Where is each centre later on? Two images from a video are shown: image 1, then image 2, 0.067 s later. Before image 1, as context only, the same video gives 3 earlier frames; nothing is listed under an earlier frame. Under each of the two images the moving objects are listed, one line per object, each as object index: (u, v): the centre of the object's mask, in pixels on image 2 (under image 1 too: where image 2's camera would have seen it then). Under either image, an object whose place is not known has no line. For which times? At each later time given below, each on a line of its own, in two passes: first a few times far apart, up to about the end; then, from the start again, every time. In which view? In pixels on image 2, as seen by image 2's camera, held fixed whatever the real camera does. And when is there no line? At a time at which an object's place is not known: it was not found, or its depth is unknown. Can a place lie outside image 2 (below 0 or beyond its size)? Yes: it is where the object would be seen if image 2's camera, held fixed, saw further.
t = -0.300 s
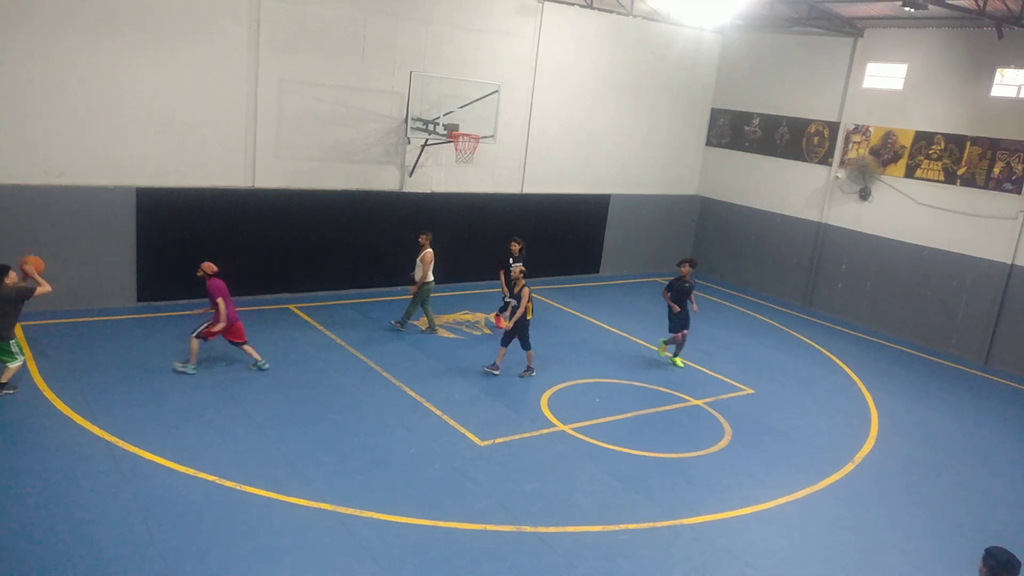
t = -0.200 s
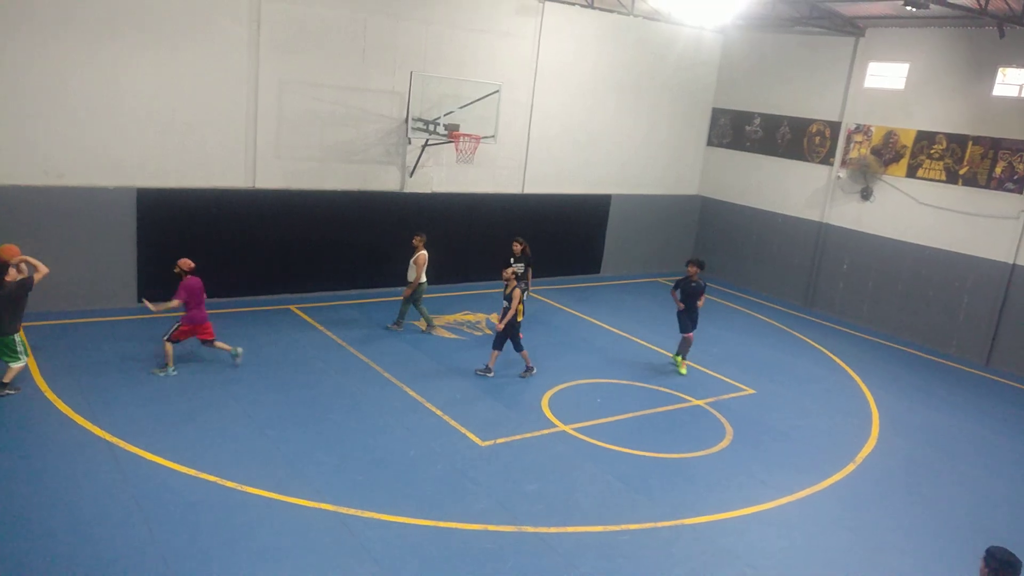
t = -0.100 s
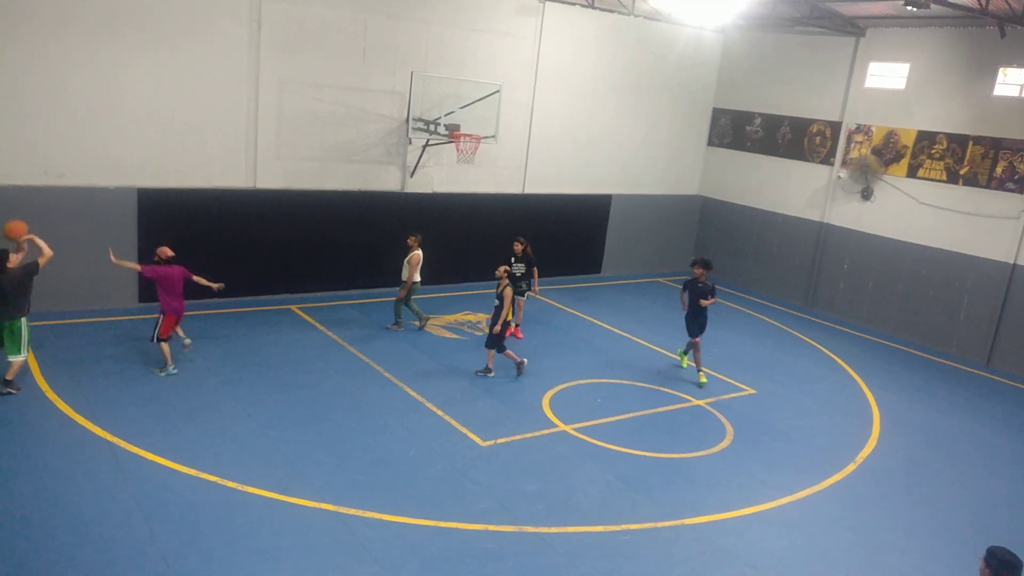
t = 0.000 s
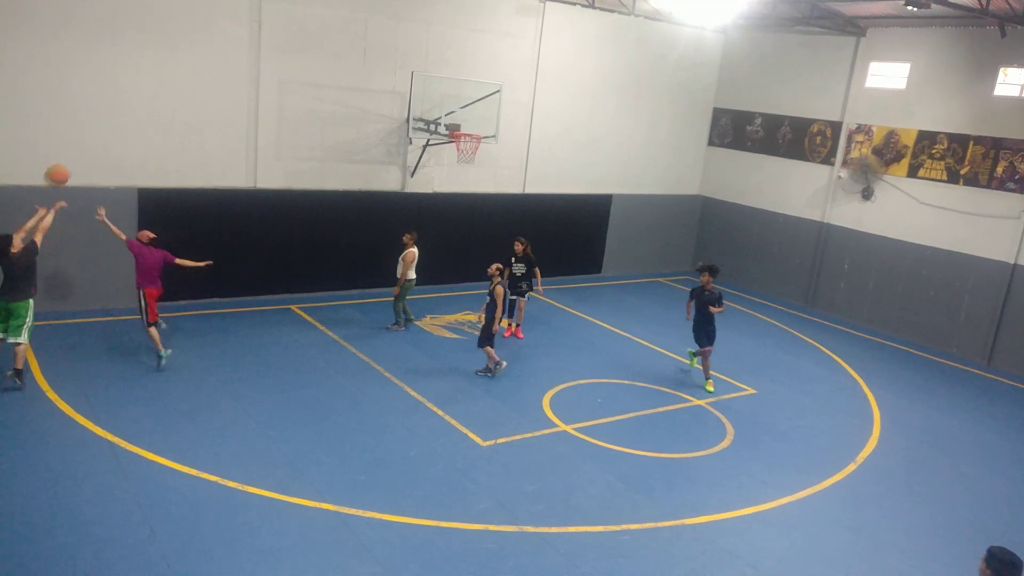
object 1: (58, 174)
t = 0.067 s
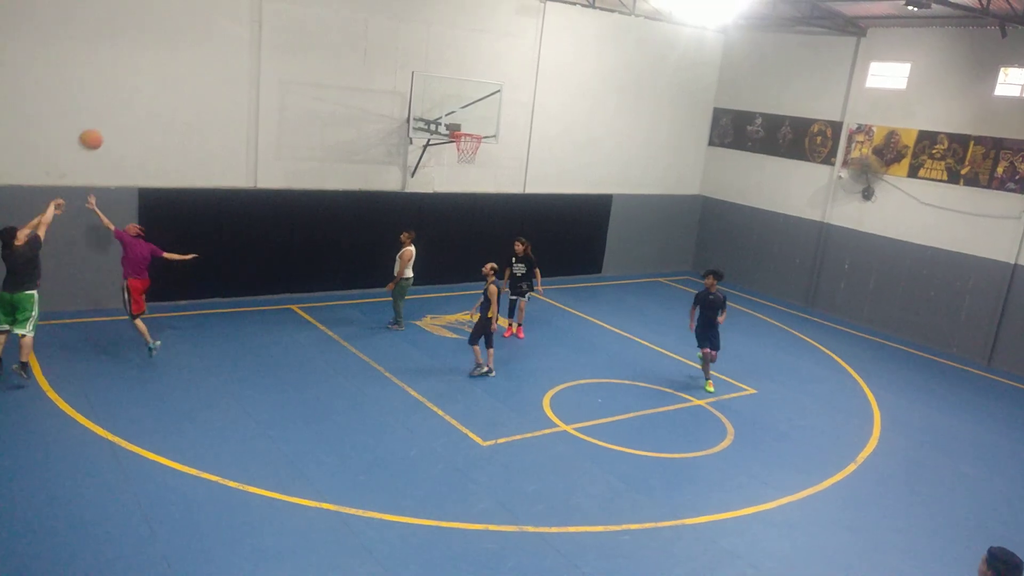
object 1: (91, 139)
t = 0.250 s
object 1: (175, 67)
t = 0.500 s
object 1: (274, 22)
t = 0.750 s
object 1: (354, 28)
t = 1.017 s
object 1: (421, 77)
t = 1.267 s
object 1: (471, 116)
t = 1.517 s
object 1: (516, 101)
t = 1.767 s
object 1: (555, 122)
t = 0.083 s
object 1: (99, 131)
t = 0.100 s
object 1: (107, 124)
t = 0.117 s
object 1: (115, 116)
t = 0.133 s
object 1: (123, 109)
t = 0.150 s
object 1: (130, 102)
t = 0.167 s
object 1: (138, 96)
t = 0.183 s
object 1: (146, 90)
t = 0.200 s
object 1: (153, 84)
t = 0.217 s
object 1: (160, 78)
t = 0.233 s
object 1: (167, 73)
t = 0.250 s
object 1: (175, 67)
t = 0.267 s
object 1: (182, 63)
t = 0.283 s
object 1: (189, 58)
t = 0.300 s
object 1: (196, 54)
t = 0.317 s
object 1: (203, 50)
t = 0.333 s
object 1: (210, 46)
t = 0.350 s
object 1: (217, 42)
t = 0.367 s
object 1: (223, 39)
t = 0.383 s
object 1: (230, 36)
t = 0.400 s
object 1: (236, 34)
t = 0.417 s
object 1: (243, 31)
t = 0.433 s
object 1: (249, 29)
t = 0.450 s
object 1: (255, 27)
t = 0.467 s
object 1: (262, 25)
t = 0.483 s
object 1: (268, 24)
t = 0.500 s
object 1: (274, 22)
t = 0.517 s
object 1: (280, 21)
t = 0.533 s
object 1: (285, 21)
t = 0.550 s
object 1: (291, 20)
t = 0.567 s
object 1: (297, 19)
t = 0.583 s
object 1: (302, 19)
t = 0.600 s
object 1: (308, 19)
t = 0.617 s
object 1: (314, 19)
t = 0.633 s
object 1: (319, 20)
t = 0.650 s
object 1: (324, 20)
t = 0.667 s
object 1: (329, 21)
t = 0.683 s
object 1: (334, 22)
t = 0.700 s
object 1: (339, 23)
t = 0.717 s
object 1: (344, 25)
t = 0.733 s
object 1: (349, 26)
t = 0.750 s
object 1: (354, 28)
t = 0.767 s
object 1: (359, 30)
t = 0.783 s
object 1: (363, 32)
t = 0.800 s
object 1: (368, 34)
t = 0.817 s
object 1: (372, 36)
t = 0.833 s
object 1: (377, 39)
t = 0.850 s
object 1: (381, 42)
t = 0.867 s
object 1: (385, 44)
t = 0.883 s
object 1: (390, 47)
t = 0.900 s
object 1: (394, 51)
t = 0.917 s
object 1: (398, 54)
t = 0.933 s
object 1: (402, 57)
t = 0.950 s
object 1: (406, 61)
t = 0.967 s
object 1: (410, 65)
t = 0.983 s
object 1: (414, 68)
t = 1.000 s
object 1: (417, 73)
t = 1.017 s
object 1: (421, 77)
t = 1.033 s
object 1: (424, 81)
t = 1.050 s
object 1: (428, 85)
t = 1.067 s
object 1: (432, 90)
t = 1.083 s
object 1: (435, 94)
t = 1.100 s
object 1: (439, 99)
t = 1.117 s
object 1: (442, 104)
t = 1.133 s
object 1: (446, 109)
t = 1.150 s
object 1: (449, 114)
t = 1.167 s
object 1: (451, 120)
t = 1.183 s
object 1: (455, 125)
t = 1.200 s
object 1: (458, 126)
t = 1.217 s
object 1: (460, 124)
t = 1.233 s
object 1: (464, 121)
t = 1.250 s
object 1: (467, 118)
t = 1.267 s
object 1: (471, 116)
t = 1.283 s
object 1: (474, 114)
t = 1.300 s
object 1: (477, 112)
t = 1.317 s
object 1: (480, 110)
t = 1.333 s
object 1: (483, 108)
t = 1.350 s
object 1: (486, 107)
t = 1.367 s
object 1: (490, 106)
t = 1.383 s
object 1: (493, 104)
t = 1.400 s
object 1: (496, 103)
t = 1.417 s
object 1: (499, 102)
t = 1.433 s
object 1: (502, 102)
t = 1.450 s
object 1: (504, 101)
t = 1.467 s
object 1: (507, 101)
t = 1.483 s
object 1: (510, 101)
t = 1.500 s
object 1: (513, 101)
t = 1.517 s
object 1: (516, 101)
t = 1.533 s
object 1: (518, 101)
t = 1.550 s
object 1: (521, 102)
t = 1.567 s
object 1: (524, 102)
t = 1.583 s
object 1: (527, 103)
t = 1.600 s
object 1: (529, 104)
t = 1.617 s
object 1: (532, 106)
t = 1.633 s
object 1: (535, 107)
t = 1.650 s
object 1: (537, 108)
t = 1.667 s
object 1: (540, 110)
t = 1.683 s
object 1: (542, 112)
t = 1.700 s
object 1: (545, 113)
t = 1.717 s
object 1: (547, 115)
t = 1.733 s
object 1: (550, 118)
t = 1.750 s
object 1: (552, 120)
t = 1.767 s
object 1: (555, 122)
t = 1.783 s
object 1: (557, 125)
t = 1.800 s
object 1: (559, 128)
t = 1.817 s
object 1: (561, 131)
